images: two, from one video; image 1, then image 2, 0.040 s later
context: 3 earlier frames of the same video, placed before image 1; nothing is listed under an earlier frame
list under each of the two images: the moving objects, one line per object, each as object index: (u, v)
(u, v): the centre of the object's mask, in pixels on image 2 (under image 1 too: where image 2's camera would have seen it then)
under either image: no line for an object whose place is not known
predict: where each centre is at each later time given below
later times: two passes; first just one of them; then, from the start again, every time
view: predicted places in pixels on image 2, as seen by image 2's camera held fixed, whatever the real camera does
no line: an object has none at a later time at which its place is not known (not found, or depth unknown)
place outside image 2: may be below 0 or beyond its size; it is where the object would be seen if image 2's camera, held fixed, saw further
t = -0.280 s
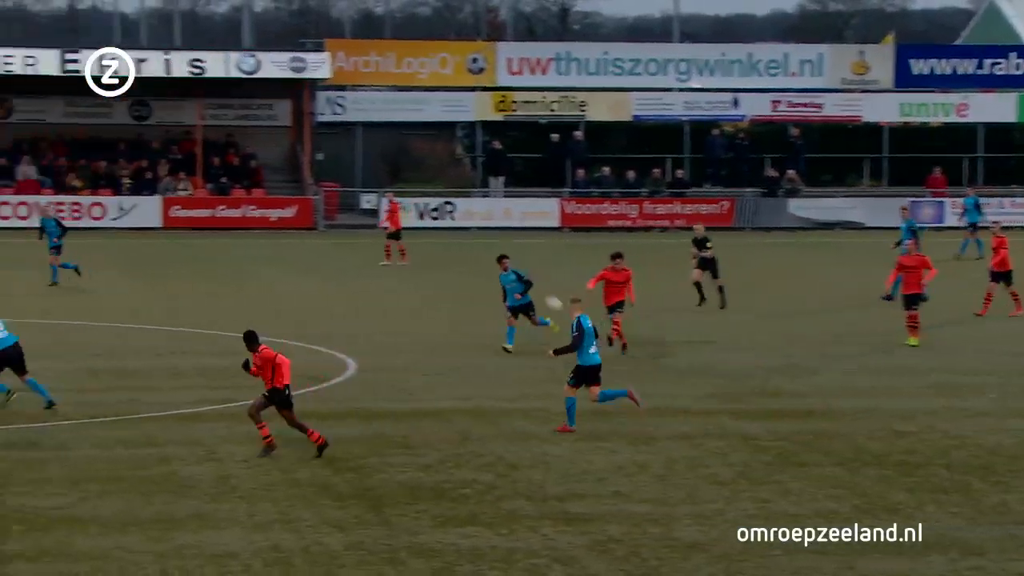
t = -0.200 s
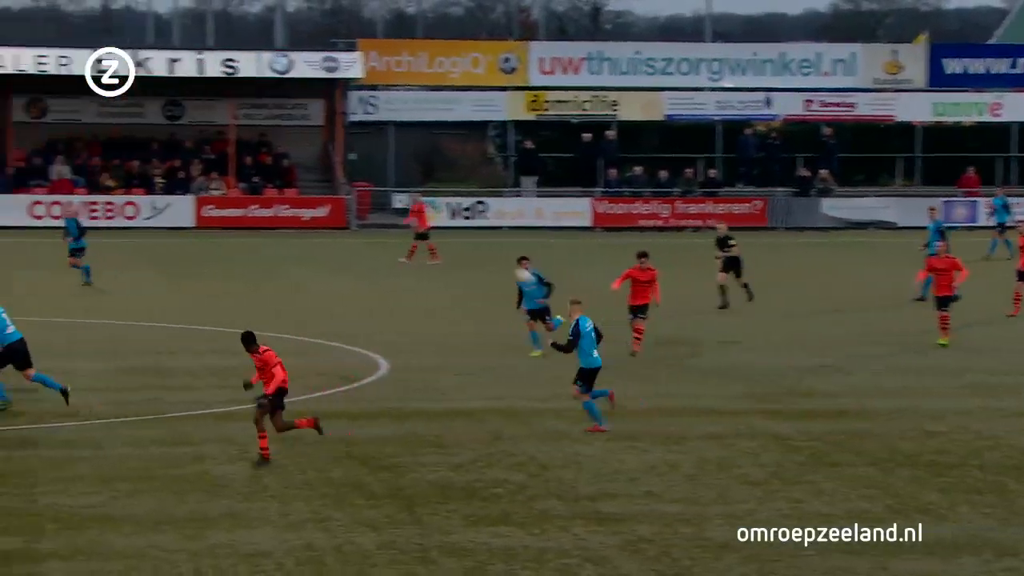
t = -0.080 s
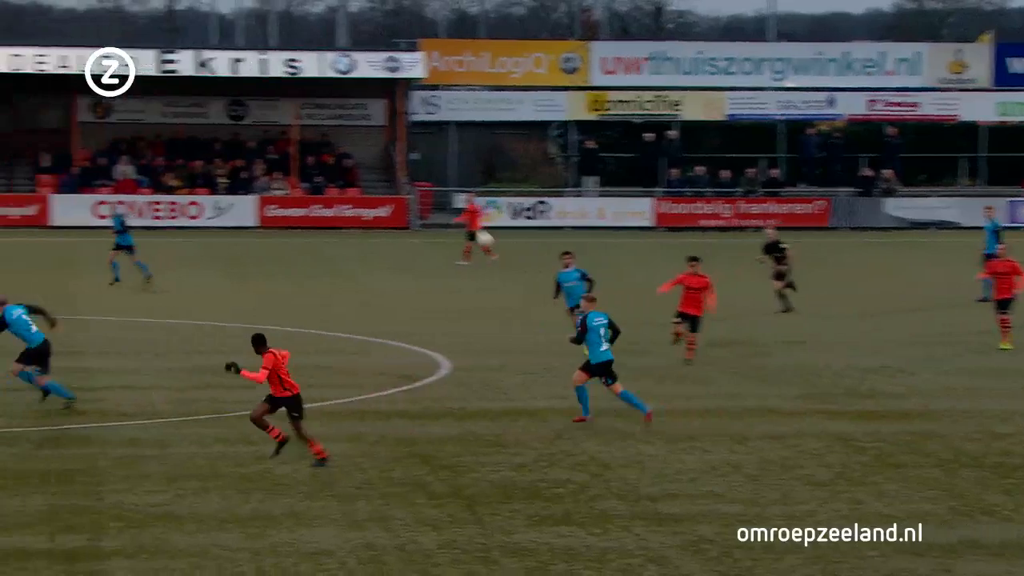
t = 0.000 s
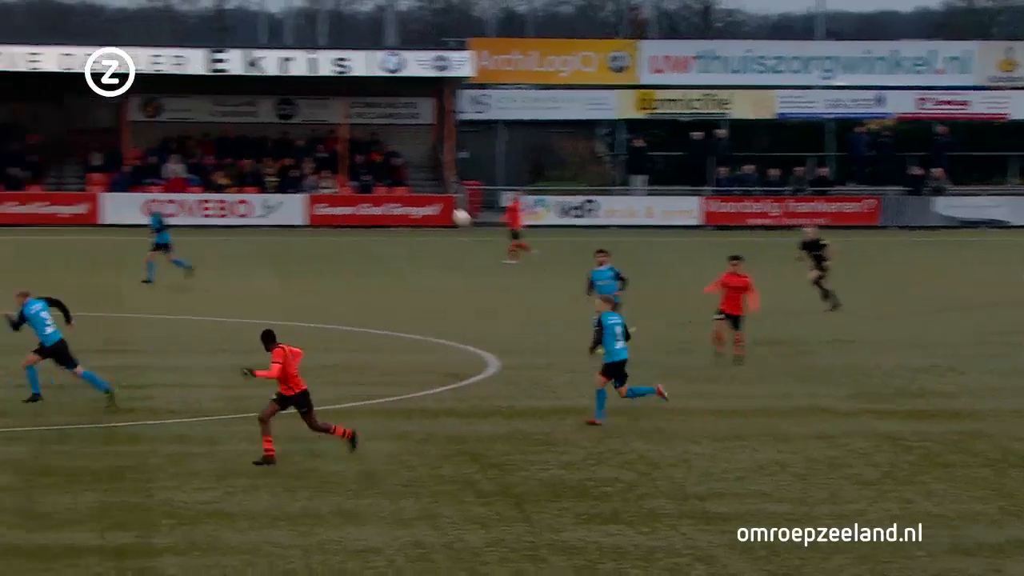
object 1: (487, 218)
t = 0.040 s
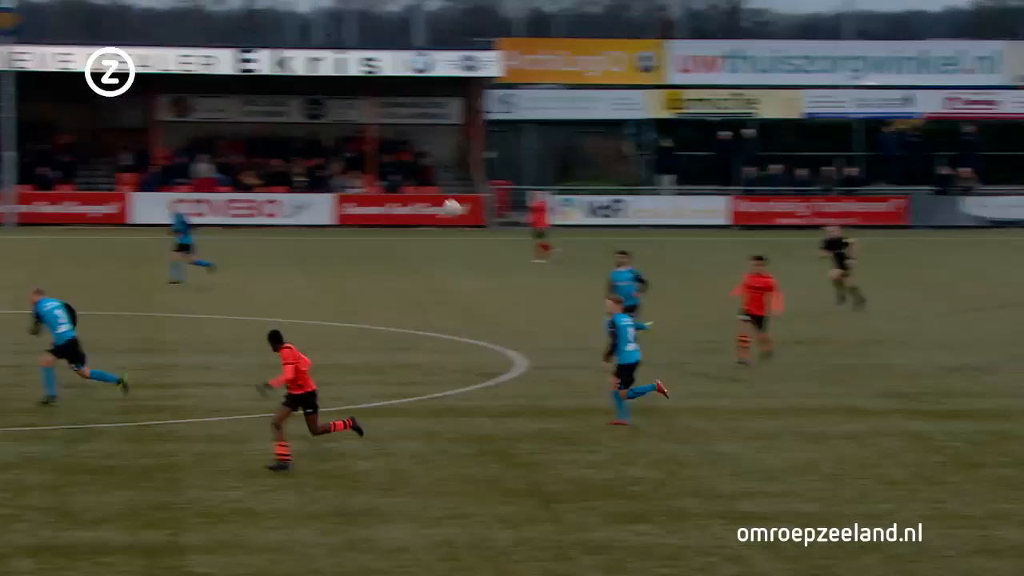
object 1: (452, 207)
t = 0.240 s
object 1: (260, 174)
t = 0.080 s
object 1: (416, 197)
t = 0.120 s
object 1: (379, 190)
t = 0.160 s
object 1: (341, 183)
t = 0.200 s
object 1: (301, 178)
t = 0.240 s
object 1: (260, 174)
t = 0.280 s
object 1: (218, 170)
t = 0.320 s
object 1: (175, 168)
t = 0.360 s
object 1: (130, 167)
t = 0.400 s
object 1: (85, 168)
